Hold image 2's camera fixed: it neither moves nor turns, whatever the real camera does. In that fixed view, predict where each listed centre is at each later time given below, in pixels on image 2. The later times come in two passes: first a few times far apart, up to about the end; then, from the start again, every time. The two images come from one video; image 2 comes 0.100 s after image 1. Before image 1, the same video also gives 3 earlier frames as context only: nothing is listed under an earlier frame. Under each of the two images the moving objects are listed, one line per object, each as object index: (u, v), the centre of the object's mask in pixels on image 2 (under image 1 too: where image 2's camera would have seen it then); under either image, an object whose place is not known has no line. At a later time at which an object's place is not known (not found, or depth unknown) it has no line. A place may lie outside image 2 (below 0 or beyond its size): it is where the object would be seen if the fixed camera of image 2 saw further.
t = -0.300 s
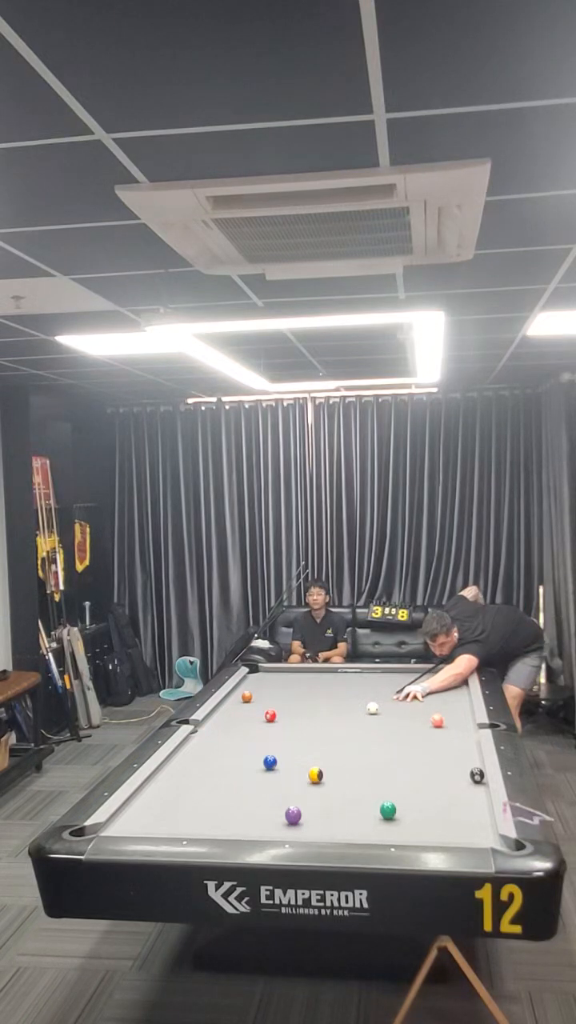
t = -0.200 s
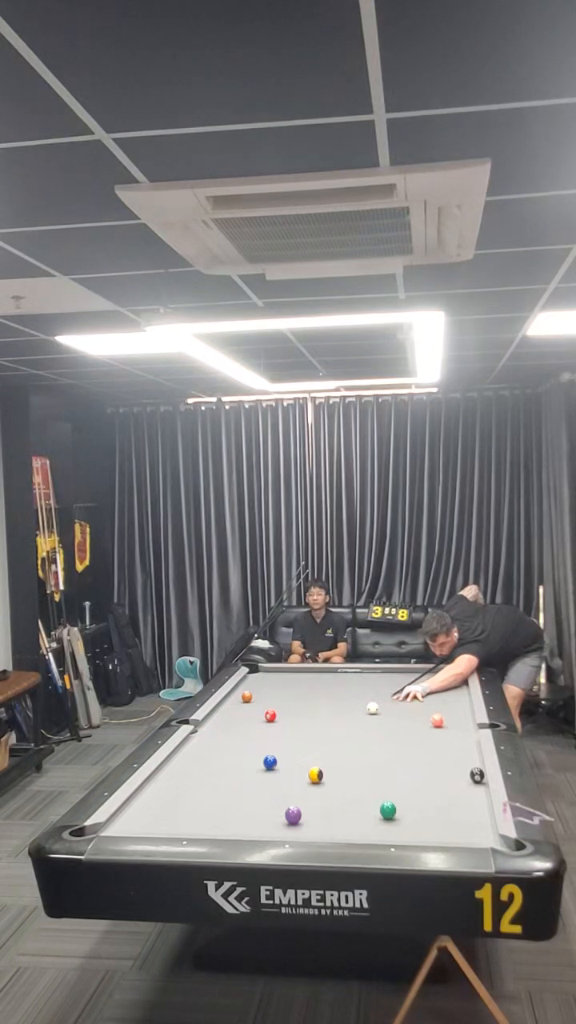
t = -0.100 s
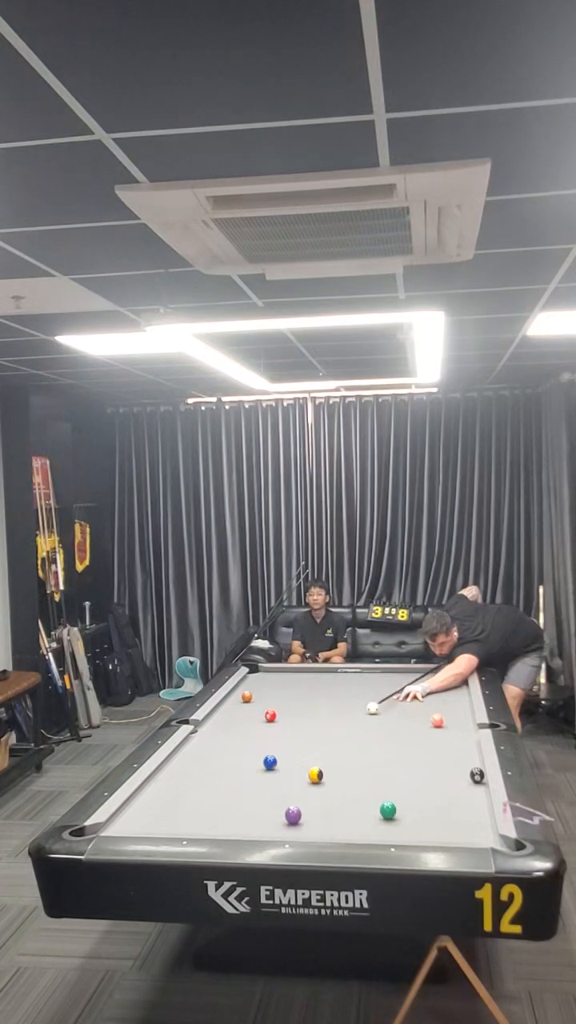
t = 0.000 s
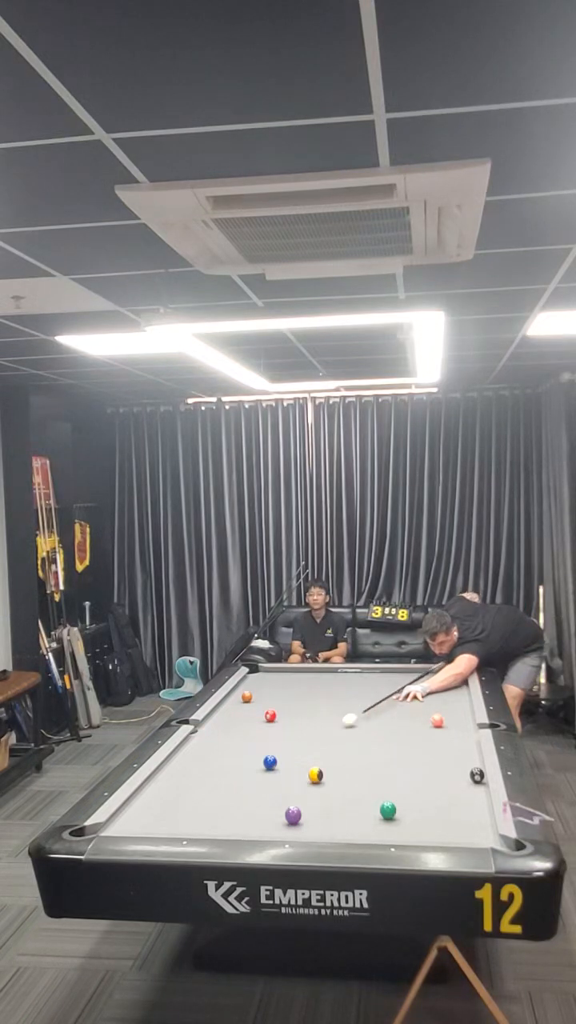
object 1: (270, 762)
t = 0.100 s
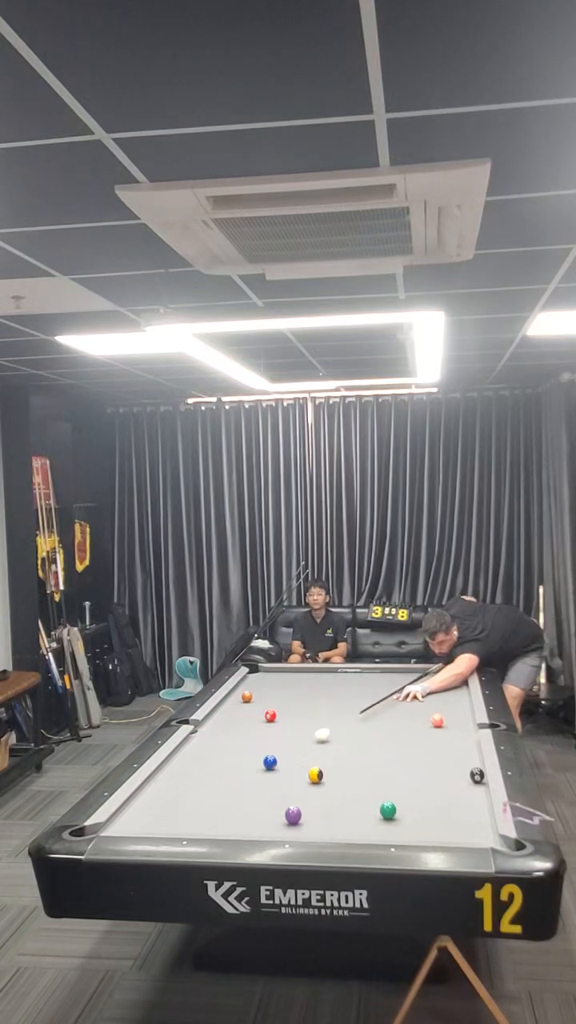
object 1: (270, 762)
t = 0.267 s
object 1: (259, 766)
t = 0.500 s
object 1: (164, 804)
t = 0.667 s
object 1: (103, 827)
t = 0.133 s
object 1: (270, 762)
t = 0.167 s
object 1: (270, 762)
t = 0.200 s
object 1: (269, 762)
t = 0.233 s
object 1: (269, 762)
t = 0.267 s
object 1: (259, 766)
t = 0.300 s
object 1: (246, 772)
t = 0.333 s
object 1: (232, 777)
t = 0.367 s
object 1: (219, 782)
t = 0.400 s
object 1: (205, 788)
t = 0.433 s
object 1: (191, 793)
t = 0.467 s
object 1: (178, 799)
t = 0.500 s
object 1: (164, 804)
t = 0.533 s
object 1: (151, 809)
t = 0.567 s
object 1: (138, 814)
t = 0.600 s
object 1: (125, 819)
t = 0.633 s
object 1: (111, 824)
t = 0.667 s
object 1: (103, 827)
